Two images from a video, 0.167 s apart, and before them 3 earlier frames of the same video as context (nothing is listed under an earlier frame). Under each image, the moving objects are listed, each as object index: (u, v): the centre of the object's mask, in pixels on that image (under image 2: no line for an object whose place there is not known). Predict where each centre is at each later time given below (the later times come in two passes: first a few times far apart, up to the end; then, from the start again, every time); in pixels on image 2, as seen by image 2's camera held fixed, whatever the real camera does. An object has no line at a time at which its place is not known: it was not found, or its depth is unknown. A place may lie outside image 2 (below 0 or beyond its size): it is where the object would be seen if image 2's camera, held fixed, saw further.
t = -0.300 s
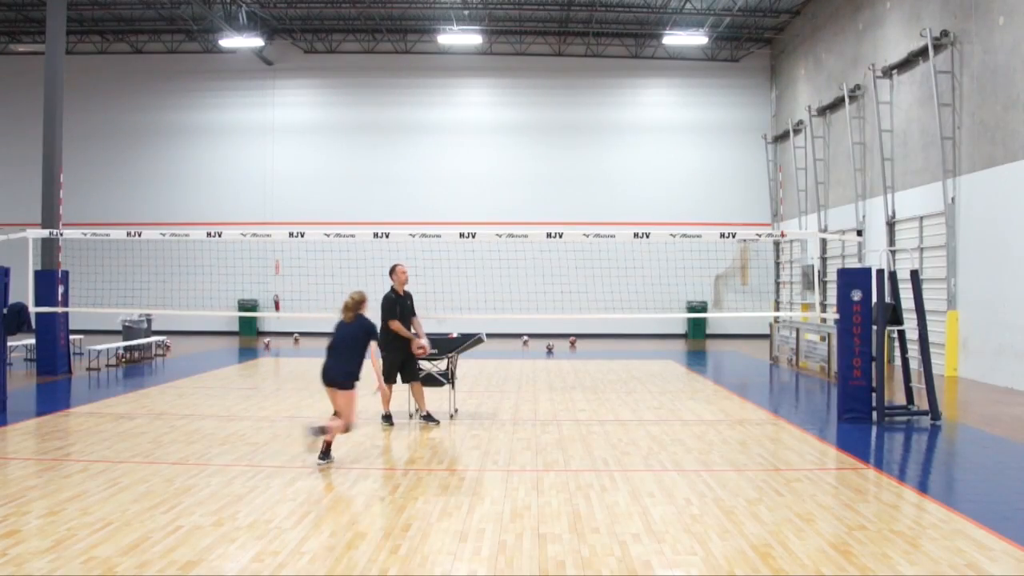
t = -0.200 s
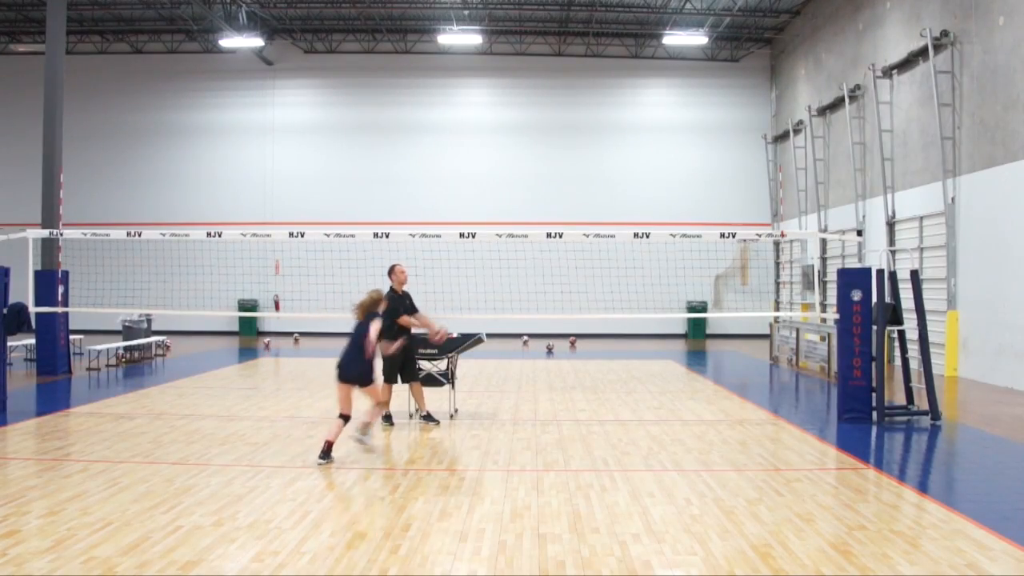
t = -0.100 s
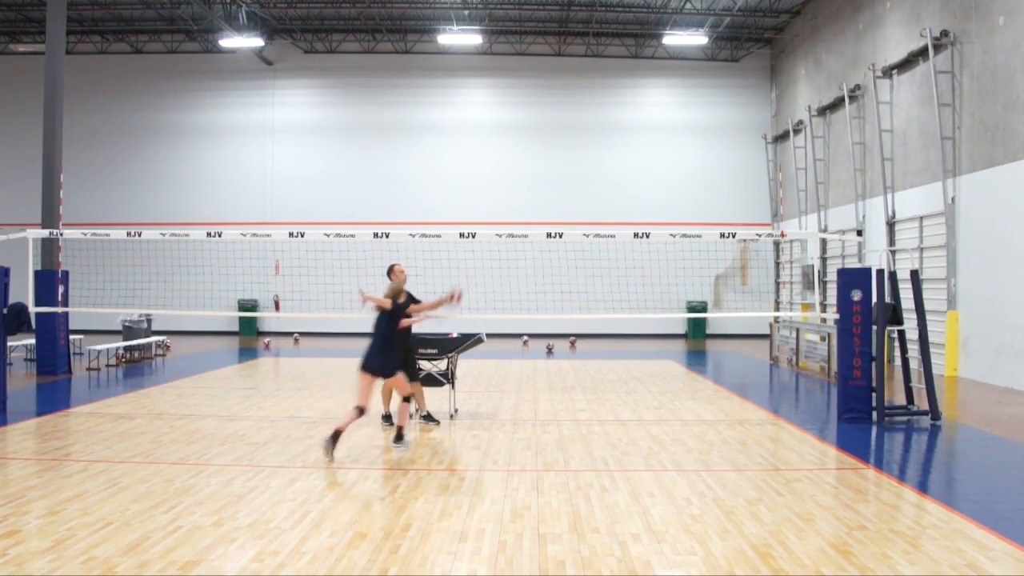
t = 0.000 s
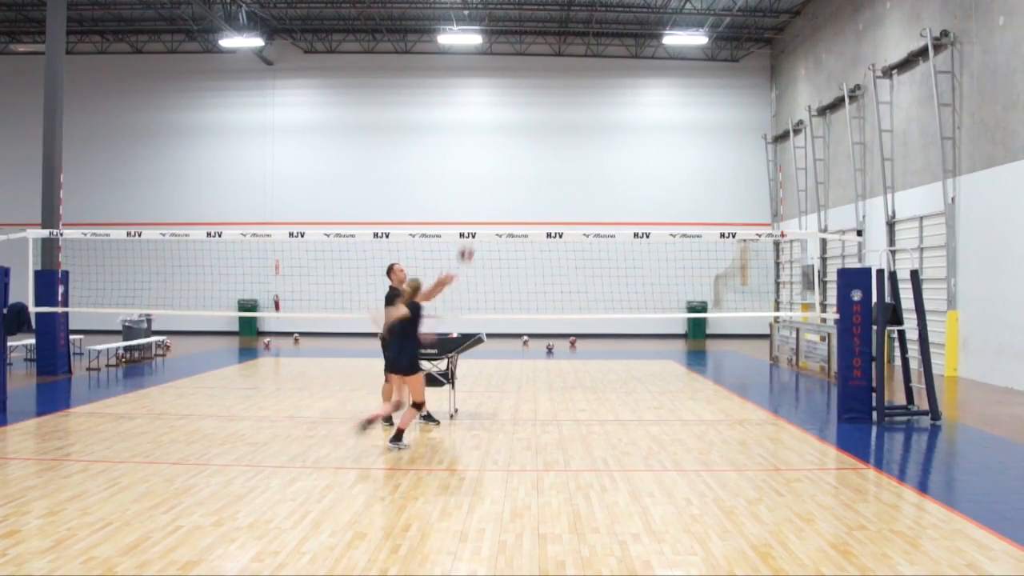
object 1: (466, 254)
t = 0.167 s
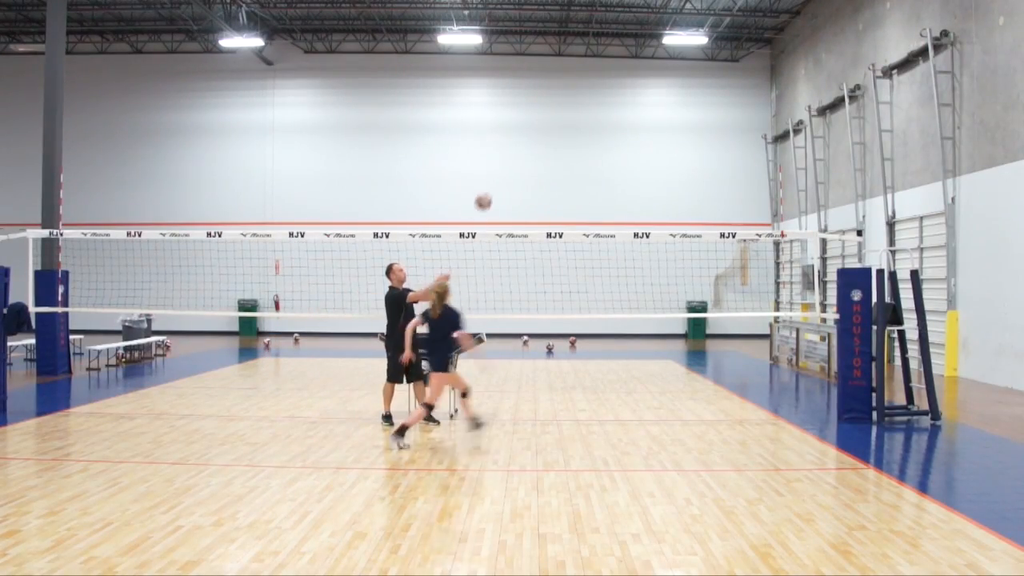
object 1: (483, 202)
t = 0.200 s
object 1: (487, 194)
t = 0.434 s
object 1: (510, 169)
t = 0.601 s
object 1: (526, 179)
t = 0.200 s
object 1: (487, 194)
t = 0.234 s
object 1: (490, 188)
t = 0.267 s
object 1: (493, 182)
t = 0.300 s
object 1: (497, 178)
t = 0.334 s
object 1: (500, 174)
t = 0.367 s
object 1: (503, 172)
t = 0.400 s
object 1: (507, 170)
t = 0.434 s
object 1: (510, 169)
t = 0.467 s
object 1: (513, 169)
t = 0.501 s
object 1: (516, 170)
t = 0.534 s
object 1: (519, 172)
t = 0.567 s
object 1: (523, 175)
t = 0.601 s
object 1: (526, 179)
